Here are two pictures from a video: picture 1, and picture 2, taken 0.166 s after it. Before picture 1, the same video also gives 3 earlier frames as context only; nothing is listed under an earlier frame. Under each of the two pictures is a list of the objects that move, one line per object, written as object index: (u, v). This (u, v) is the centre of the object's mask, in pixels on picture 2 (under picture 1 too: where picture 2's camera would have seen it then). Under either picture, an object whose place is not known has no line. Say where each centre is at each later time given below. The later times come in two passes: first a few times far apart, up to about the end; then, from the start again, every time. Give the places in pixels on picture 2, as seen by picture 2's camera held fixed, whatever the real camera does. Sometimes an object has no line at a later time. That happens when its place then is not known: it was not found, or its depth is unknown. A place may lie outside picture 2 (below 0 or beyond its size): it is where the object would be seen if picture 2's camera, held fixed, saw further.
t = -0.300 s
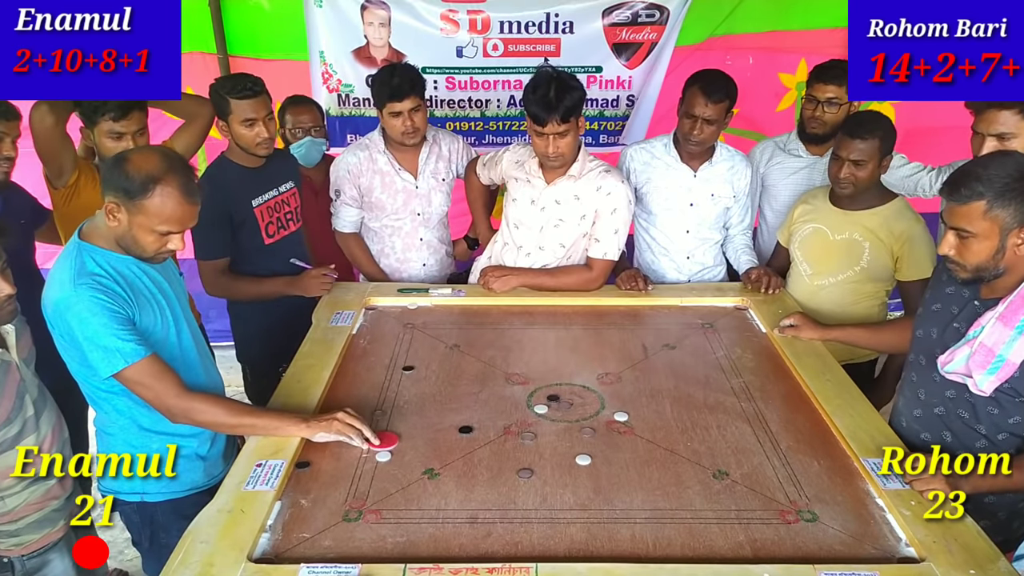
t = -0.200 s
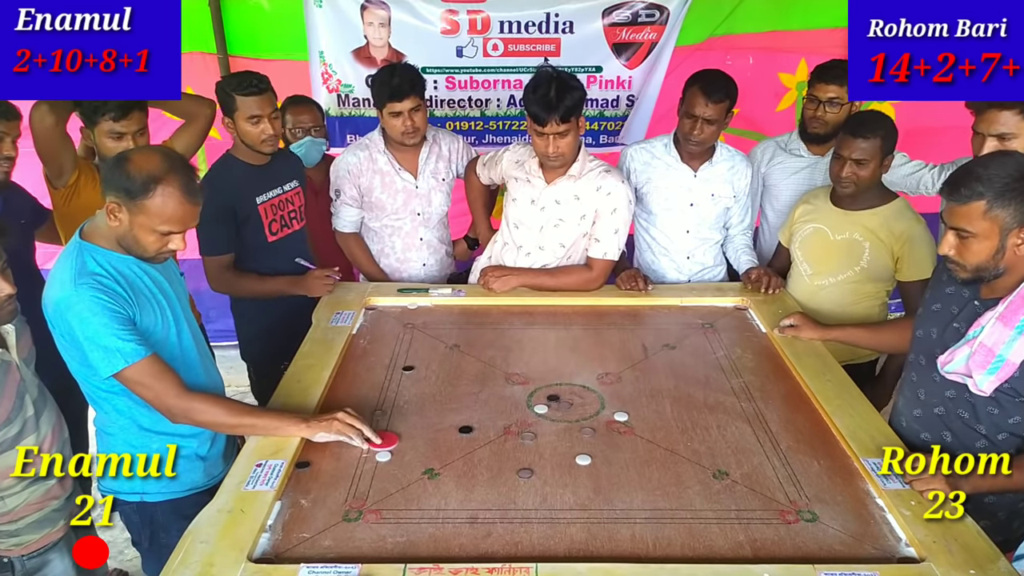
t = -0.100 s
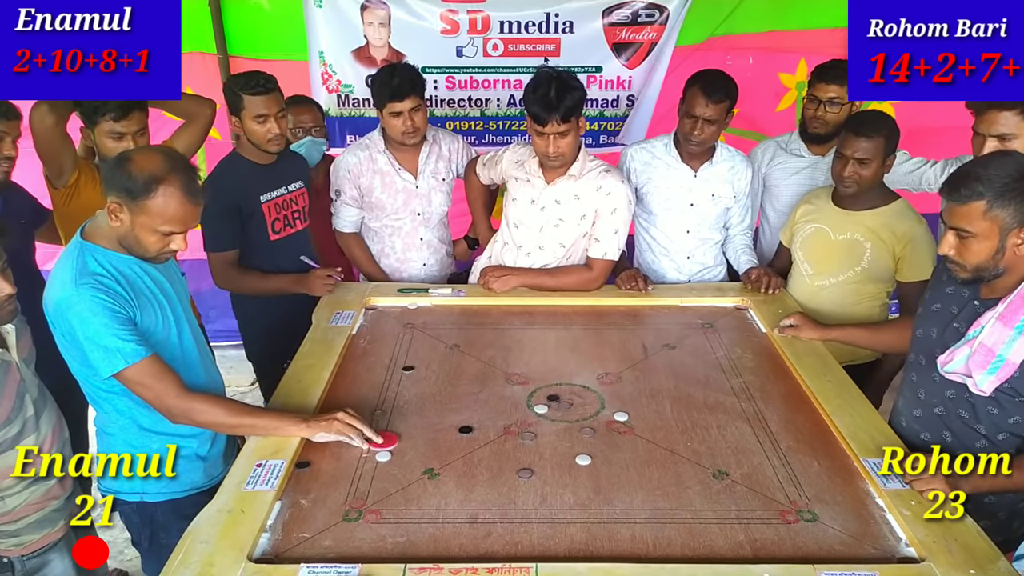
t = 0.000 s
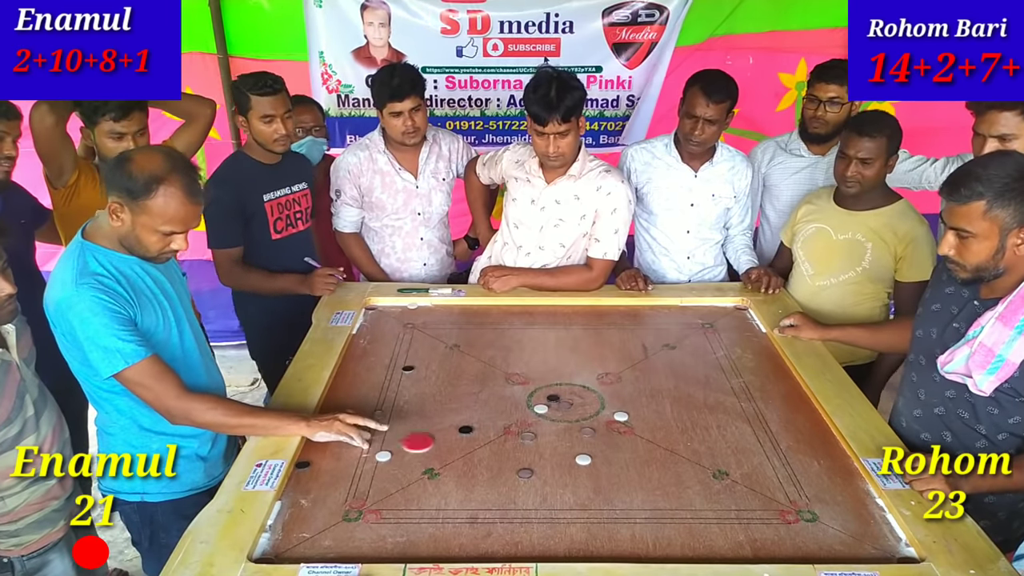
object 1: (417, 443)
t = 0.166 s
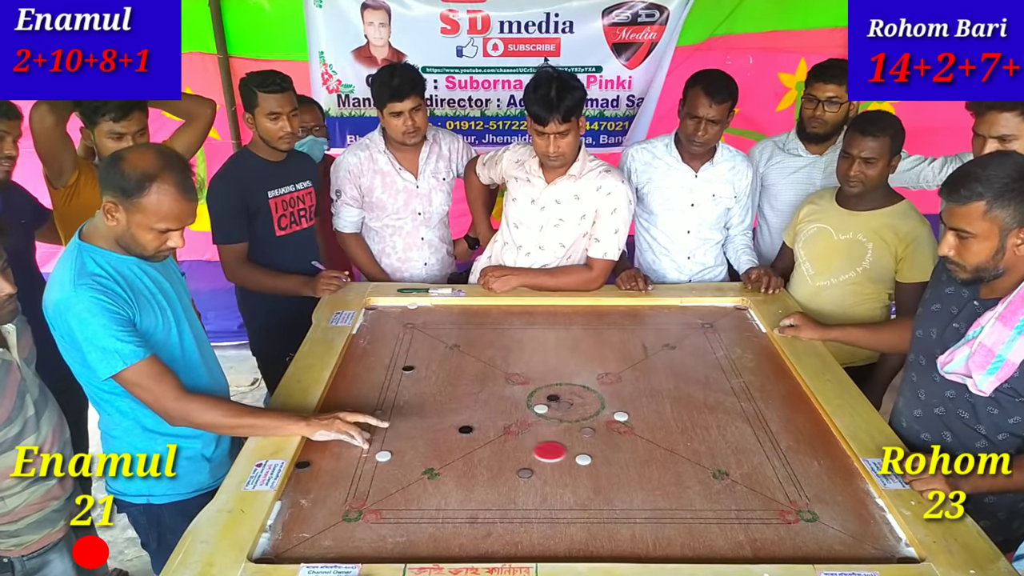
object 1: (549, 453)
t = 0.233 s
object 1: (587, 455)
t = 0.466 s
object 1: (690, 464)
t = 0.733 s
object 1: (770, 468)
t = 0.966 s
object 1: (802, 469)
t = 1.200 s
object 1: (806, 469)
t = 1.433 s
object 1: (806, 469)
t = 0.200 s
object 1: (570, 454)
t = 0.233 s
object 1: (587, 455)
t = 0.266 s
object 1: (604, 457)
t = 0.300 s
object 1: (620, 458)
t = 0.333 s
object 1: (634, 459)
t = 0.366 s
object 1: (649, 461)
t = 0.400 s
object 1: (663, 462)
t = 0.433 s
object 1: (677, 463)
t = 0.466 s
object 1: (690, 464)
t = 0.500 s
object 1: (702, 464)
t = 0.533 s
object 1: (714, 466)
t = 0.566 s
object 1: (725, 466)
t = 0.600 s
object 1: (736, 467)
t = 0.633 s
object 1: (745, 467)
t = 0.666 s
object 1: (754, 468)
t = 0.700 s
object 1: (762, 468)
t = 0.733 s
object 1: (770, 468)
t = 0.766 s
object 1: (776, 469)
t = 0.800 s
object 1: (782, 469)
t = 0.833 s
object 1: (788, 469)
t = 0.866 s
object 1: (793, 469)
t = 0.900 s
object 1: (797, 469)
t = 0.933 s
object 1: (800, 469)
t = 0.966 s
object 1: (802, 469)
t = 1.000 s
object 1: (804, 469)
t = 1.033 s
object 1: (805, 469)
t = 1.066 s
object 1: (806, 469)
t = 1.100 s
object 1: (806, 469)
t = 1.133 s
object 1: (806, 469)
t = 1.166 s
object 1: (806, 469)
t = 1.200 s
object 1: (806, 469)
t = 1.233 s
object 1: (806, 469)
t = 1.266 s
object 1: (806, 469)
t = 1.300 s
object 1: (806, 469)
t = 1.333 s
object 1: (806, 469)
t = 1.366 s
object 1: (806, 469)
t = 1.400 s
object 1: (806, 469)
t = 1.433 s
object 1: (806, 469)
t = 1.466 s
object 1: (806, 469)
